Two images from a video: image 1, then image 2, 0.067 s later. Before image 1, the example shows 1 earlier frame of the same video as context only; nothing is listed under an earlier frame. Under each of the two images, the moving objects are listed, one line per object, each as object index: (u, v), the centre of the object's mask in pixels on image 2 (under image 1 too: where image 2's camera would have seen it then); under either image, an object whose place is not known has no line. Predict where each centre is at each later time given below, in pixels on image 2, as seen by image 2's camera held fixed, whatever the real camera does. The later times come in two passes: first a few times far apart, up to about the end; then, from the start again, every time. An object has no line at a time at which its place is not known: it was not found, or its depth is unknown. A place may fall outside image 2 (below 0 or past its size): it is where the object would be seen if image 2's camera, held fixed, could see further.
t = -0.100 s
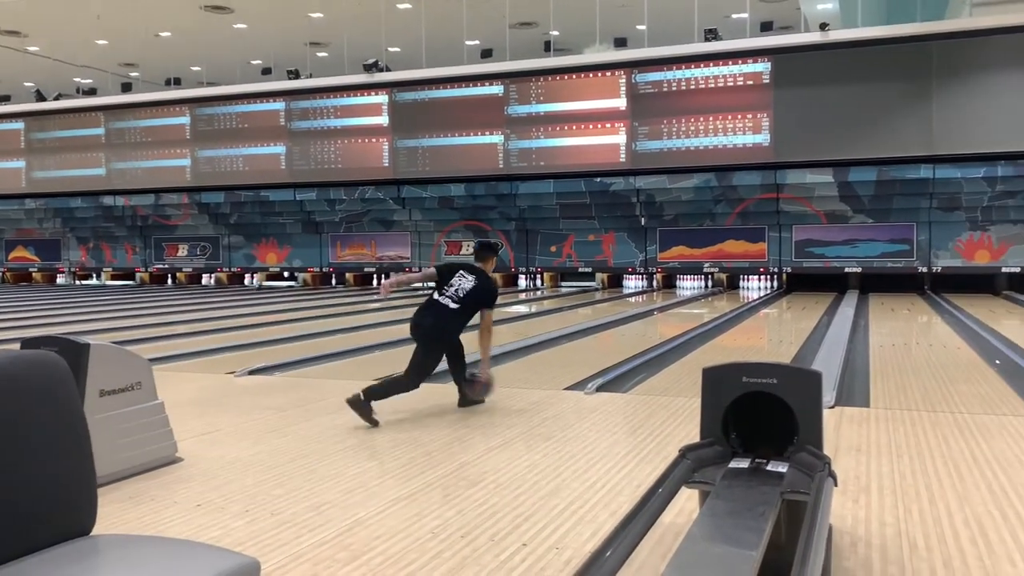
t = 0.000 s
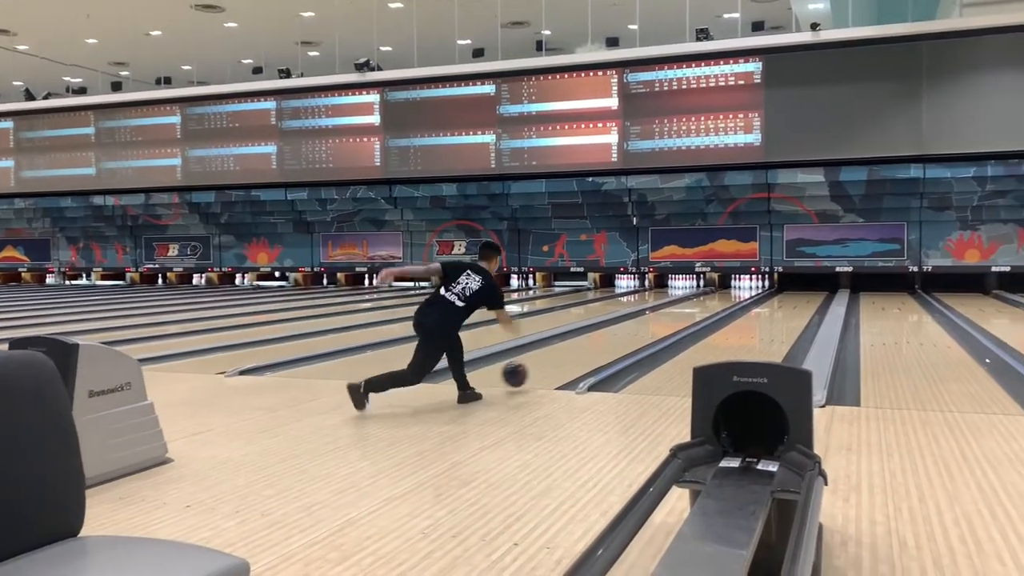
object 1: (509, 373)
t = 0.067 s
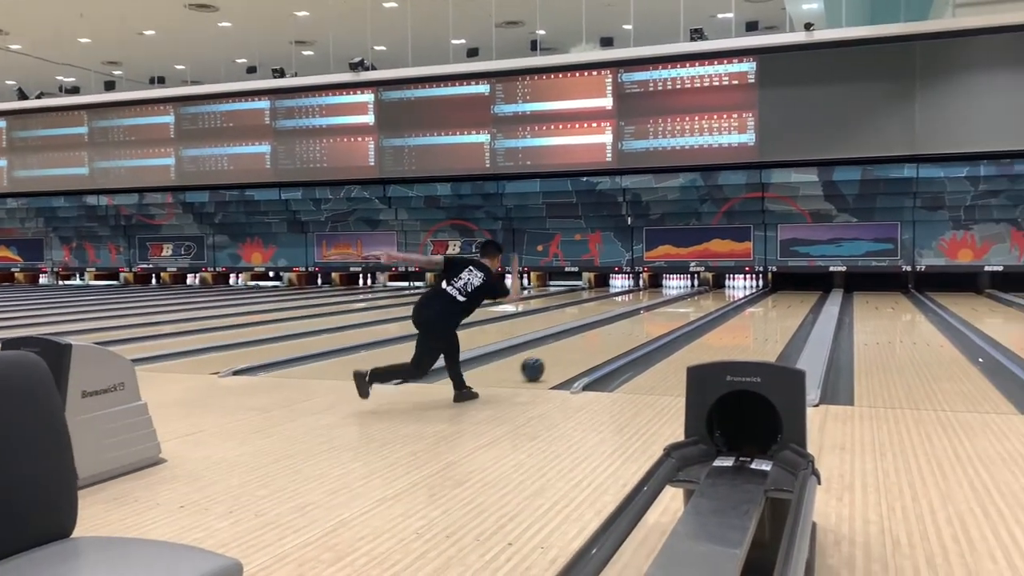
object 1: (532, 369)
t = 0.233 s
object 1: (578, 350)
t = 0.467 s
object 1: (621, 332)
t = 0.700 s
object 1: (650, 320)
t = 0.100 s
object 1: (543, 364)
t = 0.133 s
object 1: (552, 360)
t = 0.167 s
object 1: (561, 356)
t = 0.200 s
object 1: (570, 353)
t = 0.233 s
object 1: (578, 350)
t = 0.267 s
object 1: (585, 347)
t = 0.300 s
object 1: (592, 344)
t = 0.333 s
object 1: (598, 342)
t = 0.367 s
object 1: (604, 339)
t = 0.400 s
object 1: (610, 337)
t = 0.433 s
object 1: (616, 334)
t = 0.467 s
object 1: (621, 332)
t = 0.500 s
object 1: (625, 330)
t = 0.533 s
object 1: (630, 328)
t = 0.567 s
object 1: (634, 327)
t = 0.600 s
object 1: (639, 325)
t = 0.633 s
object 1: (642, 324)
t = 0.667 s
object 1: (646, 322)
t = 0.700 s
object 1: (650, 320)
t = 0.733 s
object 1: (653, 319)
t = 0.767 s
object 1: (656, 318)
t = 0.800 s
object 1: (660, 316)
